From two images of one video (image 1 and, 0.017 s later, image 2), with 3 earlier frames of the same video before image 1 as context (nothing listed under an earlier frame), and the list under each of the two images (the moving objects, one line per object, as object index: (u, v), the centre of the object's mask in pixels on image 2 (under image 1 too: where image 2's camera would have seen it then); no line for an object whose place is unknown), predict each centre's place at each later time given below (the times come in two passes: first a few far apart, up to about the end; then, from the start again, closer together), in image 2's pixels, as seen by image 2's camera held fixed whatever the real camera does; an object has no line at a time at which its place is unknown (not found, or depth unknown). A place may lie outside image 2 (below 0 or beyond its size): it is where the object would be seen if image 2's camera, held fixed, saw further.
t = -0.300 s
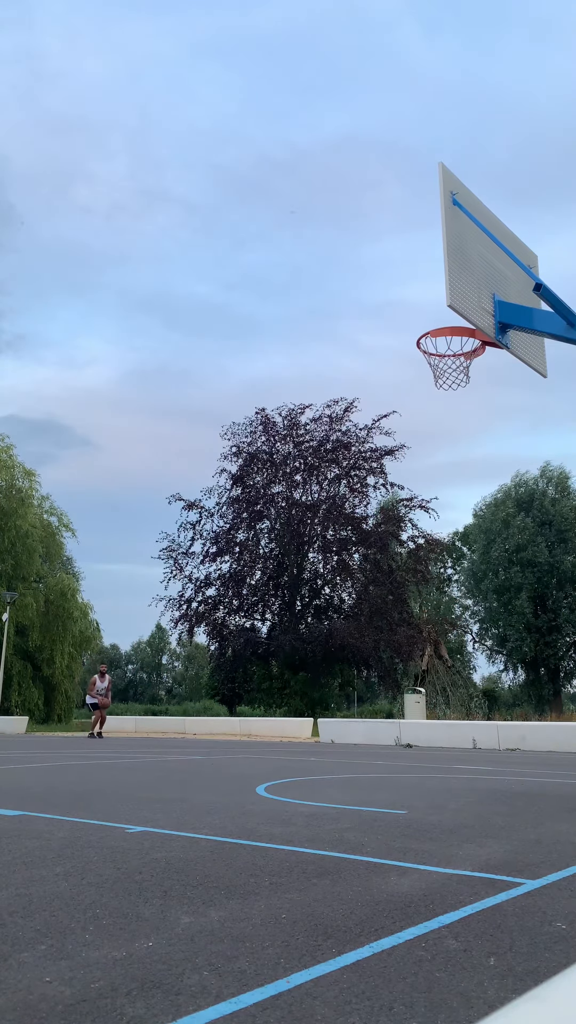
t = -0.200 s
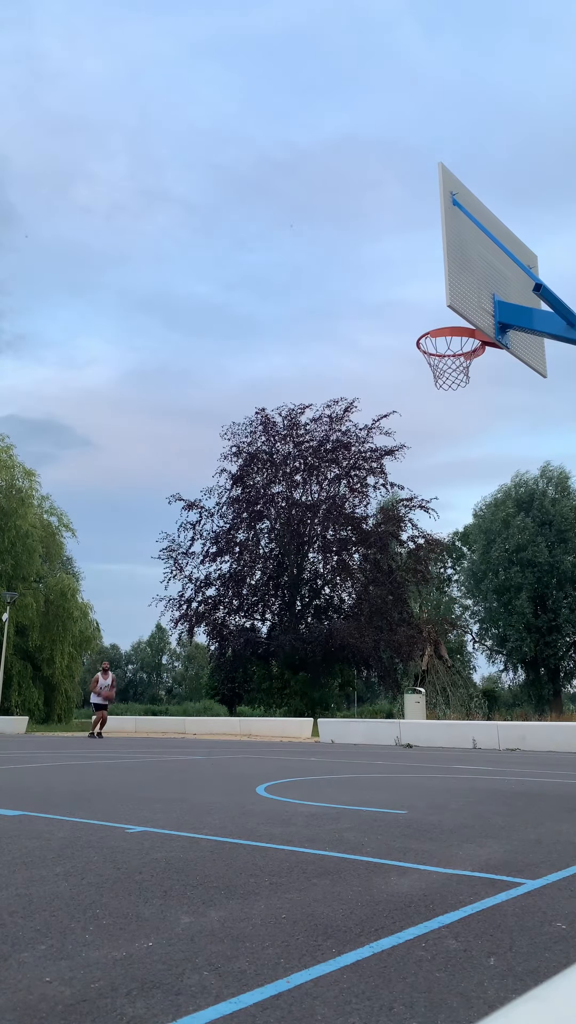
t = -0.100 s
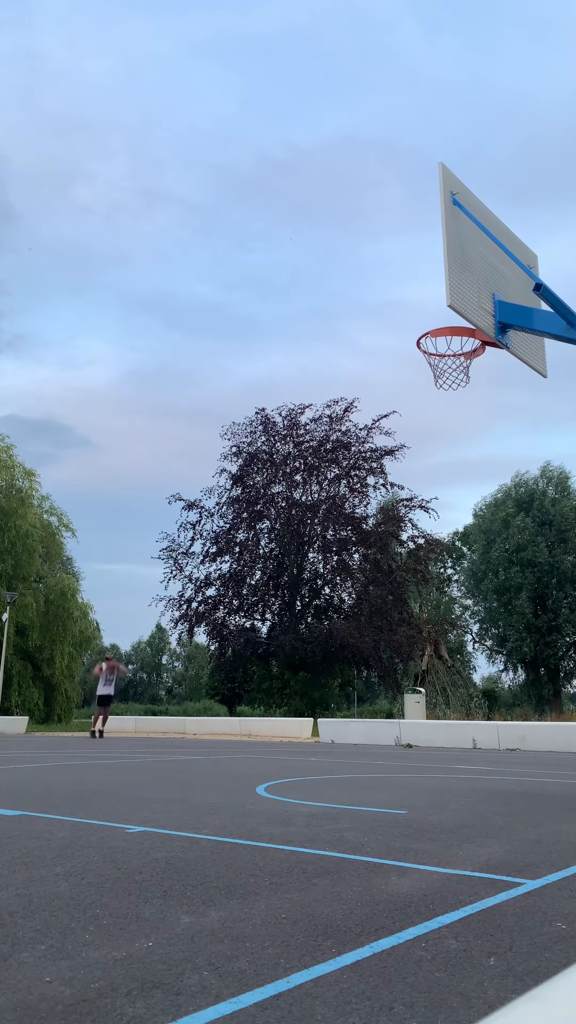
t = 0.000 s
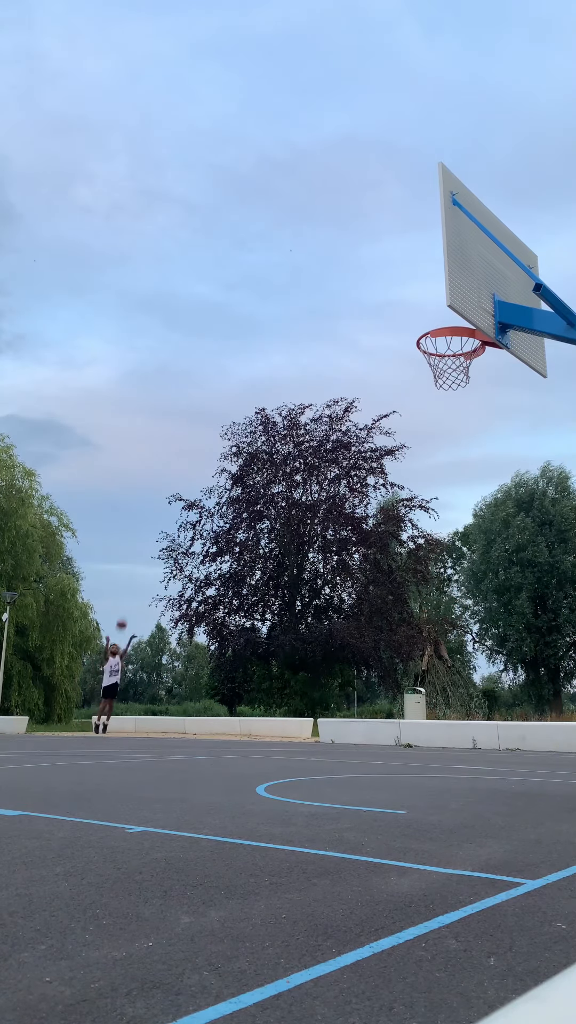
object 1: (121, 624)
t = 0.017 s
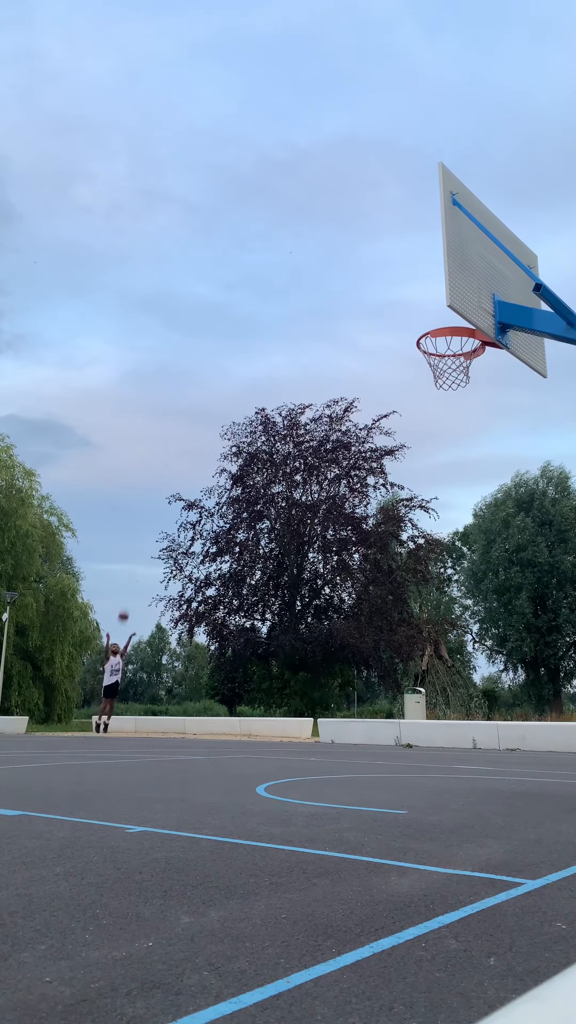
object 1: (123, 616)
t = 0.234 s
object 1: (148, 516)
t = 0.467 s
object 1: (177, 422)
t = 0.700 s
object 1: (208, 345)
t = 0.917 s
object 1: (243, 288)
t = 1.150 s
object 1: (290, 244)
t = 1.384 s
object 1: (351, 228)
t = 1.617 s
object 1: (435, 259)
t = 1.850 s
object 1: (488, 375)
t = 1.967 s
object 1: (430, 465)
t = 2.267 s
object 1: (292, 752)
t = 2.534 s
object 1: (184, 543)
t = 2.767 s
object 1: (108, 465)
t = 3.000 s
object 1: (41, 452)
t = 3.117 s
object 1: (10, 464)
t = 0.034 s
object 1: (125, 608)
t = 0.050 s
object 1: (127, 600)
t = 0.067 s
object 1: (129, 591)
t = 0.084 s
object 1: (131, 584)
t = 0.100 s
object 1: (133, 576)
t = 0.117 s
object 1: (135, 568)
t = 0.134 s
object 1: (137, 560)
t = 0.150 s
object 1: (139, 553)
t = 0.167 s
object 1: (141, 545)
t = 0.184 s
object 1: (143, 537)
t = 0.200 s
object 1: (145, 530)
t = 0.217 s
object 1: (147, 523)
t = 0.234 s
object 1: (148, 516)
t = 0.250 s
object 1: (150, 508)
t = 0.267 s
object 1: (152, 501)
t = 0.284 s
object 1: (154, 494)
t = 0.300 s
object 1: (156, 488)
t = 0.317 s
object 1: (158, 480)
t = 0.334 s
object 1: (160, 474)
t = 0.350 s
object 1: (162, 467)
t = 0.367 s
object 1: (164, 460)
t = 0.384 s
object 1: (166, 454)
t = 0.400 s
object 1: (168, 447)
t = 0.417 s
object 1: (170, 441)
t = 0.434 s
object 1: (172, 435)
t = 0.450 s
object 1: (174, 428)
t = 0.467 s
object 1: (177, 422)
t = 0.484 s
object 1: (179, 416)
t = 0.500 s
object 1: (181, 410)
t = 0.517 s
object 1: (183, 404)
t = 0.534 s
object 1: (185, 399)
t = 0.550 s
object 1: (187, 393)
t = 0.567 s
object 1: (190, 387)
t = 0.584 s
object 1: (192, 381)
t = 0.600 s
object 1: (194, 376)
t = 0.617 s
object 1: (196, 371)
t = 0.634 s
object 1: (199, 365)
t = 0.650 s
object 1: (201, 360)
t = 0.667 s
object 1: (204, 355)
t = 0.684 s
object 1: (206, 350)
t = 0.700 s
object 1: (208, 345)
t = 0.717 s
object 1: (211, 340)
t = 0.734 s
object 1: (213, 335)
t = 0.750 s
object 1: (216, 330)
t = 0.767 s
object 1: (218, 326)
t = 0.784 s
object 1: (221, 321)
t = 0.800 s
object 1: (224, 317)
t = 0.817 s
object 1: (226, 312)
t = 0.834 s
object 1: (229, 308)
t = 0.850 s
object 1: (232, 304)
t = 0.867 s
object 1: (235, 299)
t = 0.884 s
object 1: (237, 295)
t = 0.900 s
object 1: (240, 291)
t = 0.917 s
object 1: (243, 288)
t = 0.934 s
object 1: (246, 284)
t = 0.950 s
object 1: (249, 280)
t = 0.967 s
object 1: (252, 276)
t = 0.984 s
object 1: (256, 273)
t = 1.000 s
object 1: (259, 270)
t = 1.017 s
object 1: (262, 266)
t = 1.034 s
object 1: (265, 263)
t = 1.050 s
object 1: (268, 260)
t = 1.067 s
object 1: (272, 257)
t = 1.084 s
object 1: (275, 254)
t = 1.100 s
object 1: (279, 251)
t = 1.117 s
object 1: (282, 249)
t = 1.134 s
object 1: (286, 246)
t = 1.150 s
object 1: (290, 244)
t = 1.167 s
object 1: (294, 242)
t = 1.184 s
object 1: (298, 240)
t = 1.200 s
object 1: (302, 237)
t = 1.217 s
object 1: (306, 236)
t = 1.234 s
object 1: (310, 234)
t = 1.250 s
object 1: (314, 232)
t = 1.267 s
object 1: (318, 231)
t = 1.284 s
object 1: (323, 230)
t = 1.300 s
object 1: (327, 229)
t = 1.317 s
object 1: (332, 229)
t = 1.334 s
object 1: (336, 228)
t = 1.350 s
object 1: (341, 228)
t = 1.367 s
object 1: (346, 228)
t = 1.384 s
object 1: (351, 228)
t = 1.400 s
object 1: (356, 228)
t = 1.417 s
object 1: (361, 229)
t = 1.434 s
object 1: (366, 230)
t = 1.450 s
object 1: (372, 230)
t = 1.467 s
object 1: (378, 232)
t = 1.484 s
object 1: (383, 234)
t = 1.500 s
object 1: (389, 235)
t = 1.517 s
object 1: (395, 238)
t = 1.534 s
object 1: (401, 240)
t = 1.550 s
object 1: (408, 243)
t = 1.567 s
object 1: (415, 246)
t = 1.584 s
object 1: (421, 250)
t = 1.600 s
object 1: (429, 254)
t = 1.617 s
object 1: (435, 259)
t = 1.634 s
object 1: (438, 264)
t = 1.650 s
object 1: (442, 271)
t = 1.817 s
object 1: (503, 356)
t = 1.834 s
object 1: (496, 363)
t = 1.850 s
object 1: (488, 375)
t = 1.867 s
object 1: (480, 387)
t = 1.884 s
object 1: (471, 399)
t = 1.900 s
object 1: (463, 411)
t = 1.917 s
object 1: (455, 424)
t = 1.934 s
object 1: (446, 437)
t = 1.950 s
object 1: (438, 451)
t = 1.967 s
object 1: (430, 465)
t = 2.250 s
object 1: (300, 760)
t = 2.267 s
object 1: (292, 752)
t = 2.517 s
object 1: (190, 551)
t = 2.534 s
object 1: (184, 543)
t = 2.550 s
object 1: (178, 534)
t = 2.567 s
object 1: (172, 527)
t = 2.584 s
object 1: (167, 519)
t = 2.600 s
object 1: (161, 512)
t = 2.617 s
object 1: (155, 506)
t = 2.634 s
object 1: (150, 500)
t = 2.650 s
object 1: (144, 494)
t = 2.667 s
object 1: (139, 489)
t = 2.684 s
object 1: (134, 484)
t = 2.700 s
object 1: (128, 480)
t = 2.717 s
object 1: (123, 476)
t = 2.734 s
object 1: (118, 472)
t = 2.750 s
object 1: (113, 468)
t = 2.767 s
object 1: (108, 465)
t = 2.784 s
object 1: (103, 463)
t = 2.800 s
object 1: (98, 460)
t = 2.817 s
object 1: (93, 458)
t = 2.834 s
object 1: (88, 456)
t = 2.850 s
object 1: (83, 454)
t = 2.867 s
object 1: (78, 453)
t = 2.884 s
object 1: (73, 452)
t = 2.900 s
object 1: (69, 451)
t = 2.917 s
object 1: (64, 450)
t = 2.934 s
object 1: (59, 450)
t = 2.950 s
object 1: (54, 450)
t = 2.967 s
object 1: (50, 450)
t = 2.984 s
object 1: (45, 451)
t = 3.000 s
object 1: (41, 452)
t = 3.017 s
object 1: (36, 453)
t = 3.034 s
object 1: (32, 454)
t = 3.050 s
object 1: (27, 455)
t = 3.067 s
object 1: (23, 457)
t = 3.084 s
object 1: (19, 459)
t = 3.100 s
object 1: (14, 462)
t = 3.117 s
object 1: (10, 464)
